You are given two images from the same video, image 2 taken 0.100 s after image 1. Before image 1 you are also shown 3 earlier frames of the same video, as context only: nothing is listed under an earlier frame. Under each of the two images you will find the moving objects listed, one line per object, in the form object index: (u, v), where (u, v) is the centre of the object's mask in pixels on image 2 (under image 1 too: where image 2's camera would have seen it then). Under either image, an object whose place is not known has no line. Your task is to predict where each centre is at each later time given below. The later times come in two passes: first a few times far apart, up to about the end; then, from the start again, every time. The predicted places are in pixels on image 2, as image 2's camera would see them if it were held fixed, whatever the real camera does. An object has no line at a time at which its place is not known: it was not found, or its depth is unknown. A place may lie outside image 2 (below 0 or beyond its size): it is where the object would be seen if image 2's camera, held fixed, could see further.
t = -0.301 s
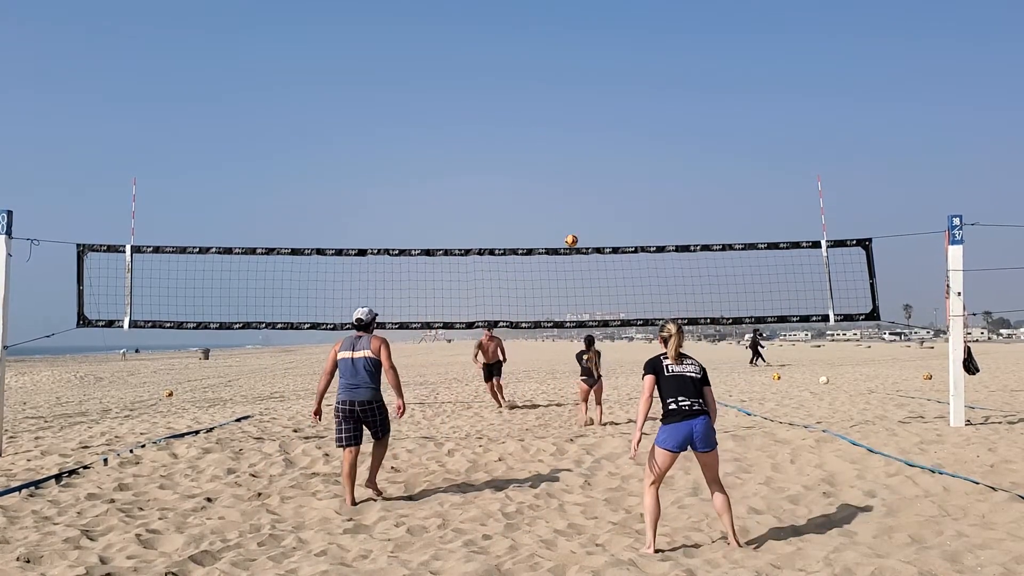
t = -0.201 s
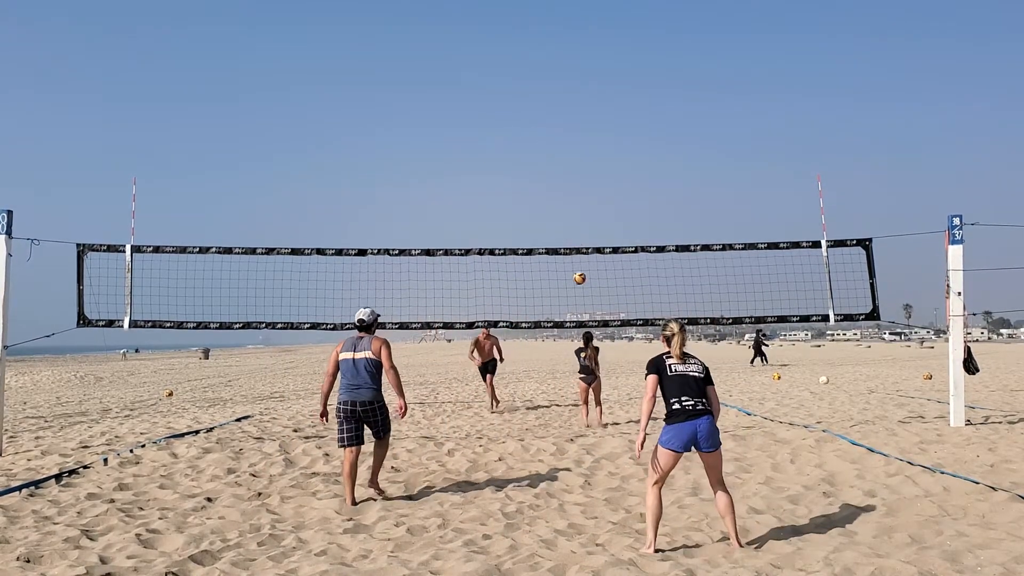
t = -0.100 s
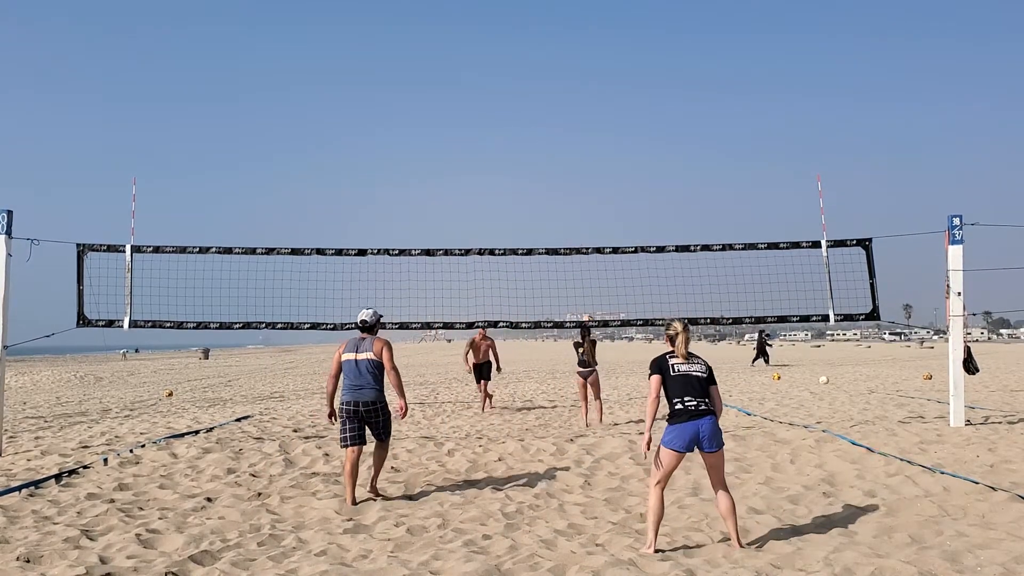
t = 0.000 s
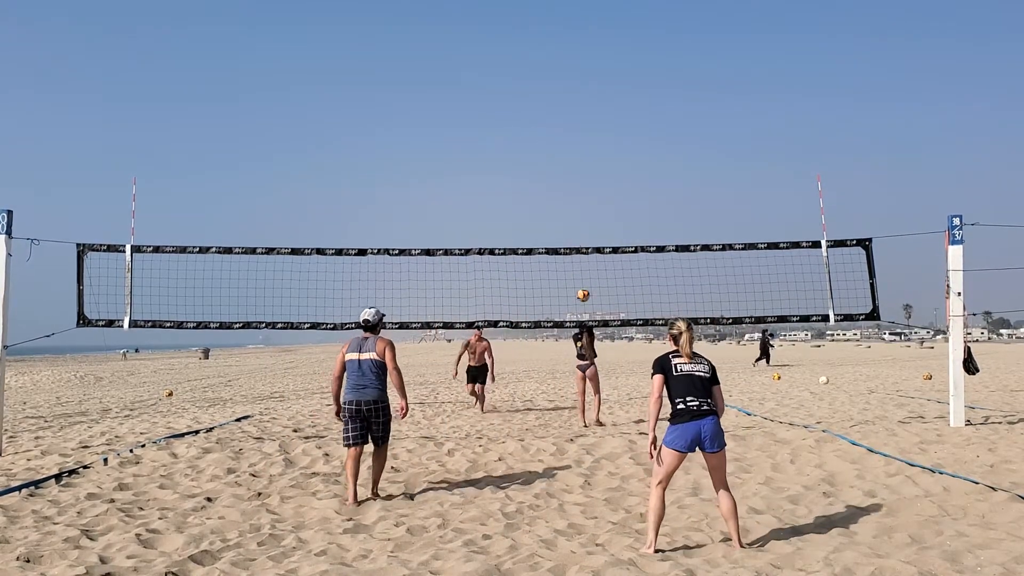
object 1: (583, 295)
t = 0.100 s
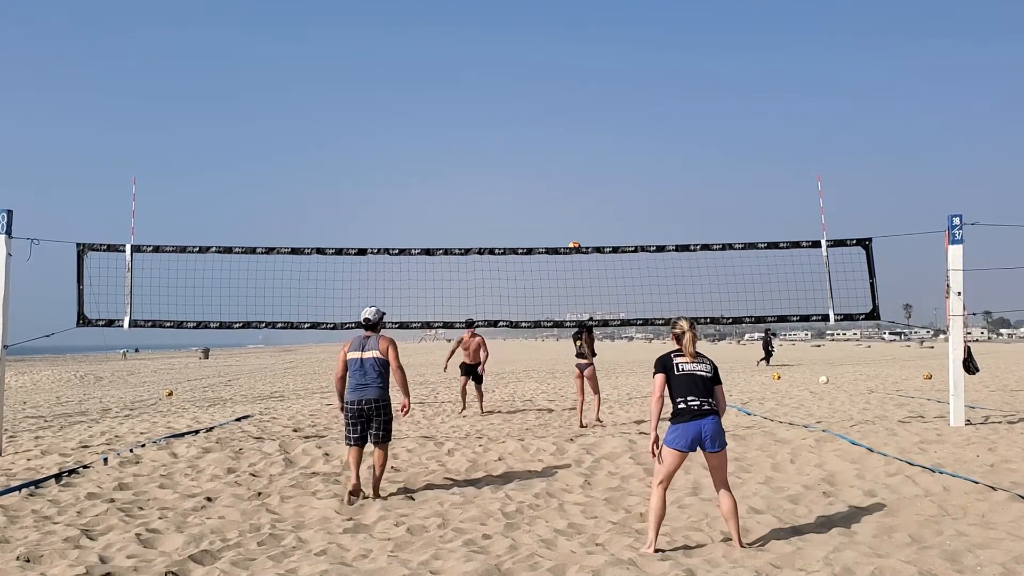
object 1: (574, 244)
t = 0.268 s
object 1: (563, 183)
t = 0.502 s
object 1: (553, 121)
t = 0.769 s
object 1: (544, 91)
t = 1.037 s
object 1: (537, 107)
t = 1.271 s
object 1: (534, 158)
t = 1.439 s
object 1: (533, 217)
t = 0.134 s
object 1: (572, 233)
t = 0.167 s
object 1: (569, 220)
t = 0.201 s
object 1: (567, 207)
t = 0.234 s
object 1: (565, 195)
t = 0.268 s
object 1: (563, 183)
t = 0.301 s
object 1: (562, 172)
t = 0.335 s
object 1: (560, 162)
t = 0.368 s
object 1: (558, 152)
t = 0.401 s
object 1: (557, 143)
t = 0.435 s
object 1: (555, 135)
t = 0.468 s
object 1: (554, 127)
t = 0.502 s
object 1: (553, 121)
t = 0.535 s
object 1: (551, 114)
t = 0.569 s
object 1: (550, 109)
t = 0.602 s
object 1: (549, 104)
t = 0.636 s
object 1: (548, 100)
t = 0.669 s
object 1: (546, 97)
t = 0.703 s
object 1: (545, 94)
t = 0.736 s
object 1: (545, 92)
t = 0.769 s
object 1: (544, 91)
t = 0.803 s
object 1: (543, 90)
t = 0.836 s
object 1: (542, 91)
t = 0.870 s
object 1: (541, 92)
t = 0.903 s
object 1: (540, 93)
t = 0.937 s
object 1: (539, 95)
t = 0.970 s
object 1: (538, 98)
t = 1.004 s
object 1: (537, 102)
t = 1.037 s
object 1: (537, 107)
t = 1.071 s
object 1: (536, 112)
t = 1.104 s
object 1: (536, 118)
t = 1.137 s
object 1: (536, 124)
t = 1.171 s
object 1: (535, 132)
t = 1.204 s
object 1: (534, 140)
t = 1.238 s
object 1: (534, 149)
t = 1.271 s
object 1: (534, 158)
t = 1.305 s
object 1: (534, 168)
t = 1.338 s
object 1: (534, 179)
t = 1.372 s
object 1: (534, 191)
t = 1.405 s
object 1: (533, 204)
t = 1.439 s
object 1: (533, 217)
